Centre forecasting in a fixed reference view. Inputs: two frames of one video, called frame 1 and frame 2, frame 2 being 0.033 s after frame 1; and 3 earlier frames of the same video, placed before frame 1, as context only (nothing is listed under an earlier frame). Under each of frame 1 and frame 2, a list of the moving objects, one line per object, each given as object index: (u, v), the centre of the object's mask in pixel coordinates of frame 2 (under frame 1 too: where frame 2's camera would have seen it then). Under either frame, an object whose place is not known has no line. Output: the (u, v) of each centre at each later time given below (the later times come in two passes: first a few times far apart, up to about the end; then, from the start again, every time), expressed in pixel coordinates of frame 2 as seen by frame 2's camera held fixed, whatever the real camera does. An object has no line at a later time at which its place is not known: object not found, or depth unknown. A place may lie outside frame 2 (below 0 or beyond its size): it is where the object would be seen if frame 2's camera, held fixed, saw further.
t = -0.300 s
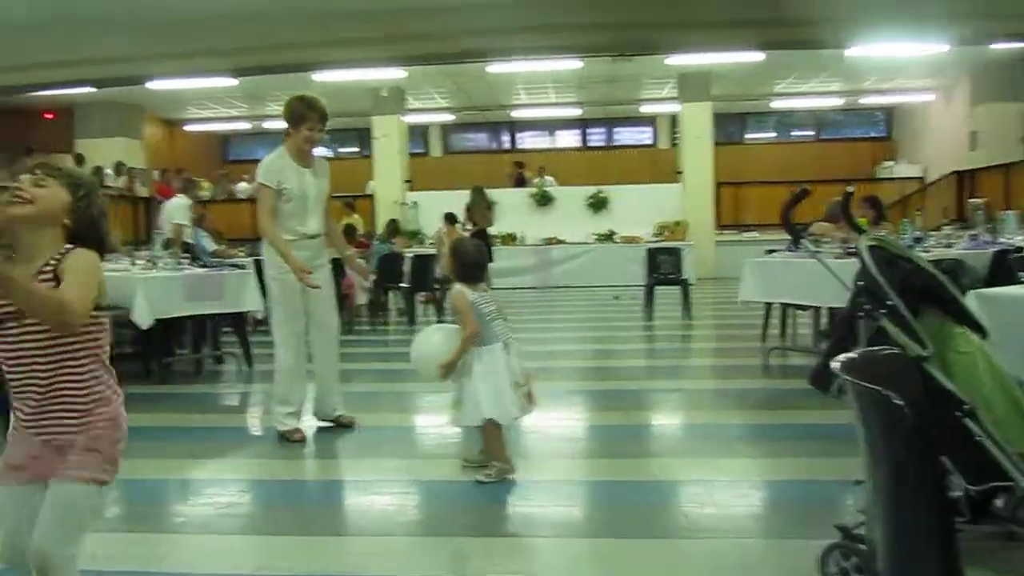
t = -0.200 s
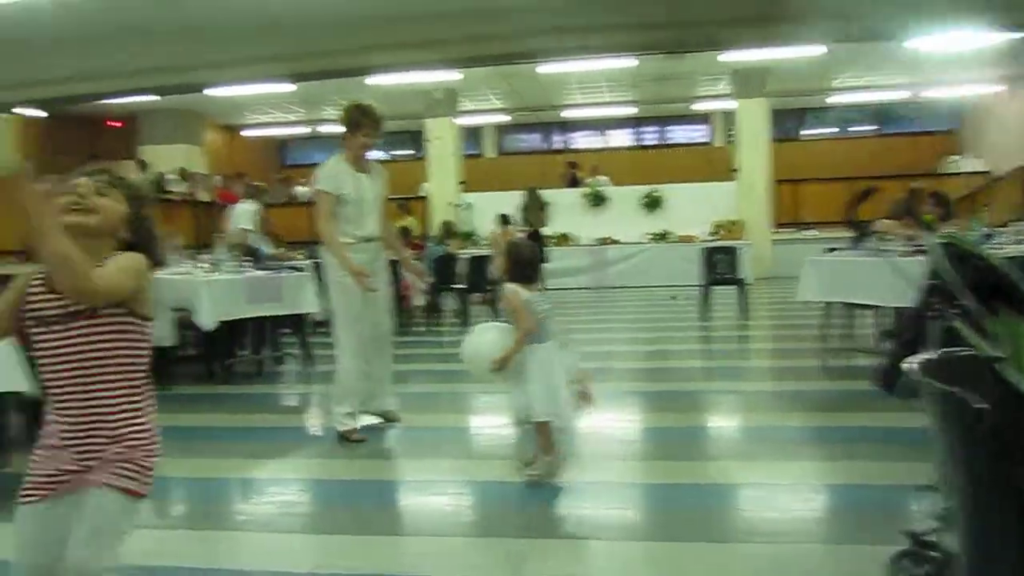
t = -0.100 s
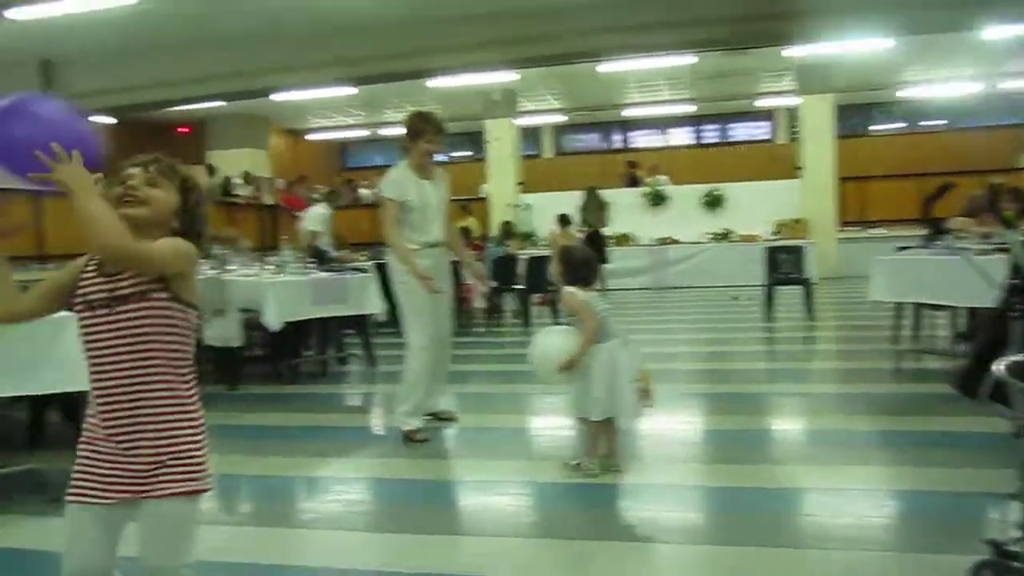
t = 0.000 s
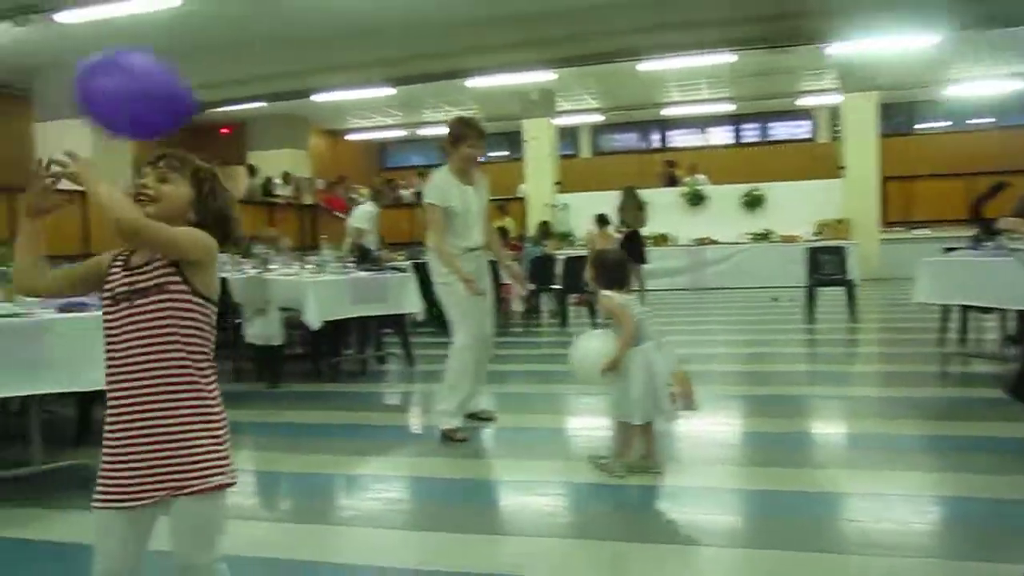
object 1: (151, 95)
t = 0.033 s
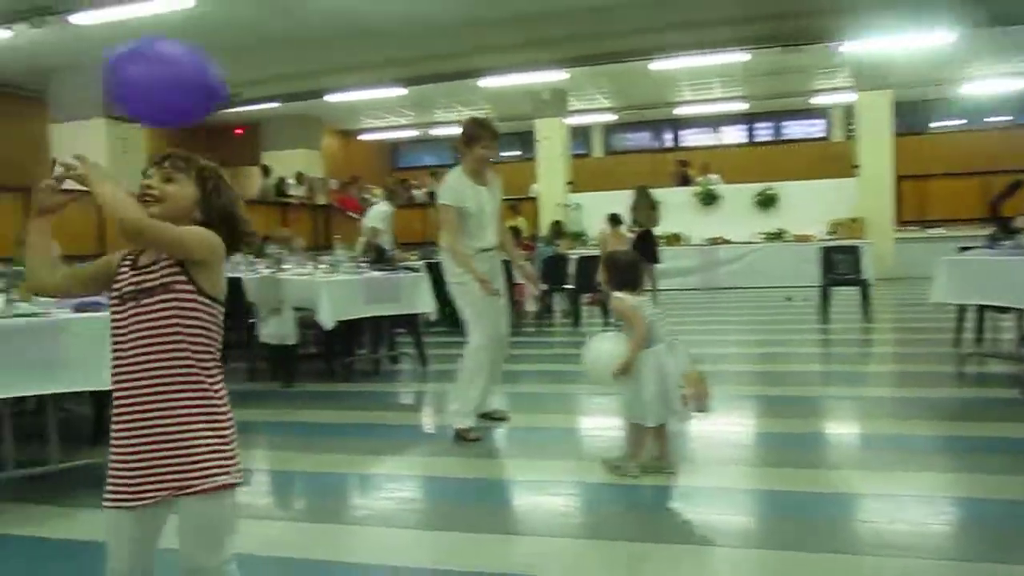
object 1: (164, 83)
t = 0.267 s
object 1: (255, 49)
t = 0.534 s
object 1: (338, 109)
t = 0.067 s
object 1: (177, 73)
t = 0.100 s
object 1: (191, 65)
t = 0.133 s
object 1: (204, 58)
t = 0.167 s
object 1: (217, 53)
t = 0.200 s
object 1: (230, 50)
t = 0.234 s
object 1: (242, 48)
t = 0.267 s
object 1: (255, 49)
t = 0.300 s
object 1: (269, 51)
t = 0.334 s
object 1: (280, 54)
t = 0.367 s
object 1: (292, 60)
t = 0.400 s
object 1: (302, 68)
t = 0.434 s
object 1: (313, 76)
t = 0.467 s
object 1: (322, 86)
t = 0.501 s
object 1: (329, 97)
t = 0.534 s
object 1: (338, 109)
